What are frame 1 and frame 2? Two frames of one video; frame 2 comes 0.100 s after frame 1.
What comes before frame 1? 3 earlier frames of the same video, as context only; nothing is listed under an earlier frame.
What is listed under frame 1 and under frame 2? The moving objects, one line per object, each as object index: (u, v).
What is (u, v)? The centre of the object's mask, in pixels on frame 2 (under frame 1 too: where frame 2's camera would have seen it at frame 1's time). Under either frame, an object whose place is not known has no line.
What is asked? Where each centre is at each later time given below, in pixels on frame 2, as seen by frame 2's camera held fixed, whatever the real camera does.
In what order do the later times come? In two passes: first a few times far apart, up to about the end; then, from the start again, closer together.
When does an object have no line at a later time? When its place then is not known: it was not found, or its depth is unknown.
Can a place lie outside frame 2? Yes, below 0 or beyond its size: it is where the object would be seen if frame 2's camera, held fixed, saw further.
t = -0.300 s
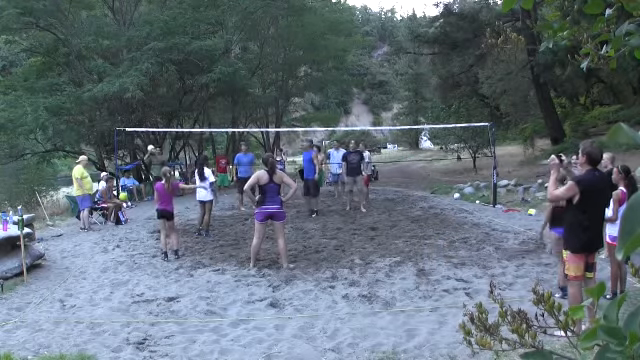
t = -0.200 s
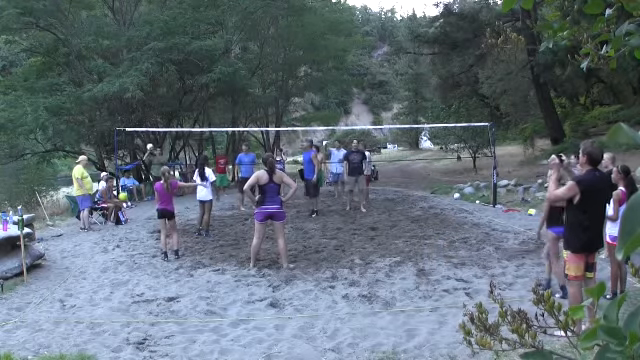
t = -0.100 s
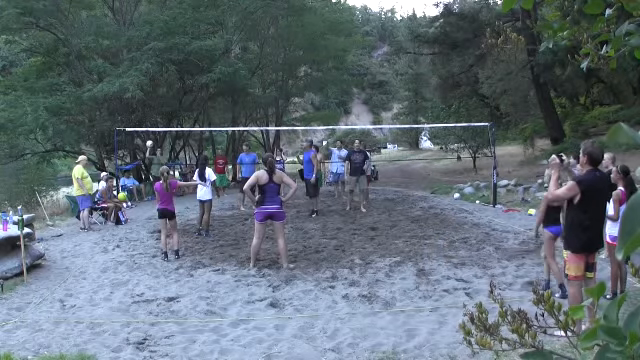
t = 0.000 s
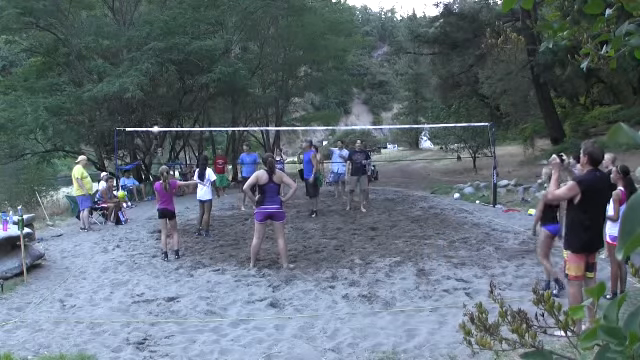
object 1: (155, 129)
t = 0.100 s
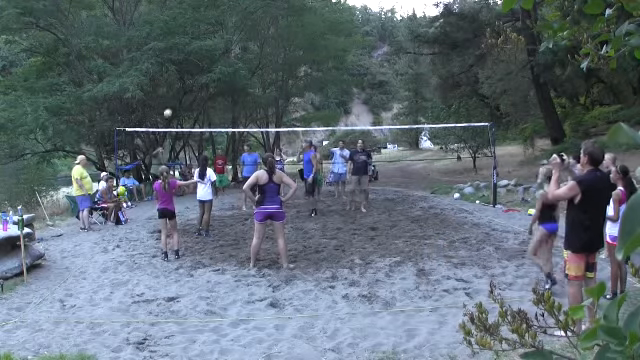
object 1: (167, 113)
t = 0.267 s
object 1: (190, 90)
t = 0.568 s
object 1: (241, 72)
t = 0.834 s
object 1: (297, 86)
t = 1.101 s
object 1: (369, 144)
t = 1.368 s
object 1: (452, 250)
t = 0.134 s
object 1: (171, 108)
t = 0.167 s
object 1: (176, 103)
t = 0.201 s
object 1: (180, 99)
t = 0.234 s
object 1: (185, 94)
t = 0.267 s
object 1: (190, 90)
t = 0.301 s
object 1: (195, 87)
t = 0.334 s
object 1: (200, 84)
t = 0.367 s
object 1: (205, 81)
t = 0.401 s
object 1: (211, 79)
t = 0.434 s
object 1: (217, 76)
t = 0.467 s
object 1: (223, 74)
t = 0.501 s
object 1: (228, 73)
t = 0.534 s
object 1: (234, 72)
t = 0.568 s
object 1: (241, 72)
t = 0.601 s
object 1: (247, 72)
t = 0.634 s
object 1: (254, 72)
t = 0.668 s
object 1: (260, 73)
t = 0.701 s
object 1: (268, 75)
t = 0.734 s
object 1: (275, 77)
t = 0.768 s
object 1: (282, 79)
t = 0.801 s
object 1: (289, 83)
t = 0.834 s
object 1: (297, 86)
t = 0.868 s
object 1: (305, 91)
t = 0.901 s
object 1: (314, 97)
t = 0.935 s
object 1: (322, 102)
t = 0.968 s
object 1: (332, 109)
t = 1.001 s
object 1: (340, 116)
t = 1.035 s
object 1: (349, 123)
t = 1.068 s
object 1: (359, 133)
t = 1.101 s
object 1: (369, 144)
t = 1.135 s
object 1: (378, 155)
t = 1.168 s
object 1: (389, 167)
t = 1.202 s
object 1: (400, 180)
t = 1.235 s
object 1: (411, 194)
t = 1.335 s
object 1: (444, 244)
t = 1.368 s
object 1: (452, 250)
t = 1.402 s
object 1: (454, 242)
